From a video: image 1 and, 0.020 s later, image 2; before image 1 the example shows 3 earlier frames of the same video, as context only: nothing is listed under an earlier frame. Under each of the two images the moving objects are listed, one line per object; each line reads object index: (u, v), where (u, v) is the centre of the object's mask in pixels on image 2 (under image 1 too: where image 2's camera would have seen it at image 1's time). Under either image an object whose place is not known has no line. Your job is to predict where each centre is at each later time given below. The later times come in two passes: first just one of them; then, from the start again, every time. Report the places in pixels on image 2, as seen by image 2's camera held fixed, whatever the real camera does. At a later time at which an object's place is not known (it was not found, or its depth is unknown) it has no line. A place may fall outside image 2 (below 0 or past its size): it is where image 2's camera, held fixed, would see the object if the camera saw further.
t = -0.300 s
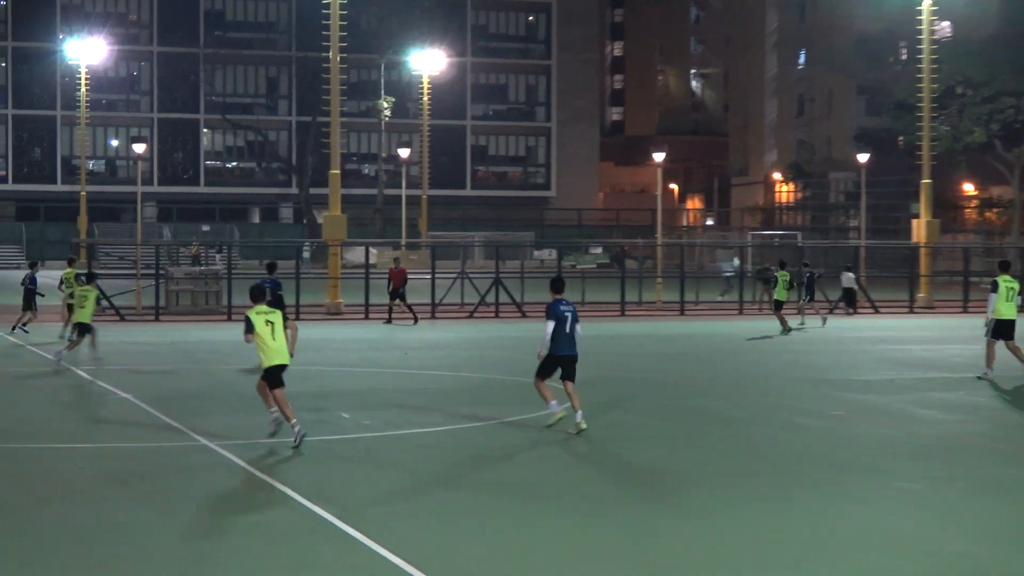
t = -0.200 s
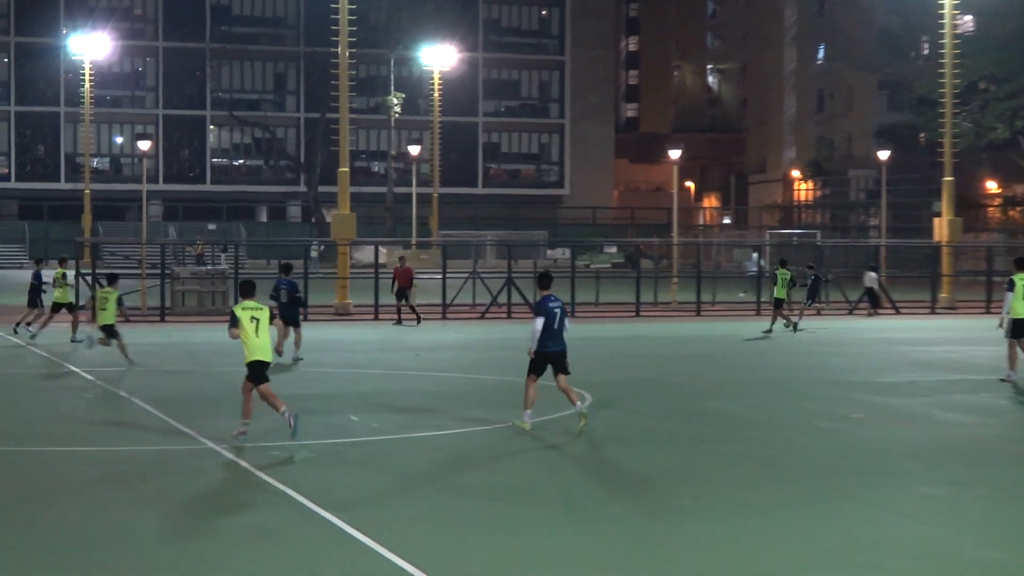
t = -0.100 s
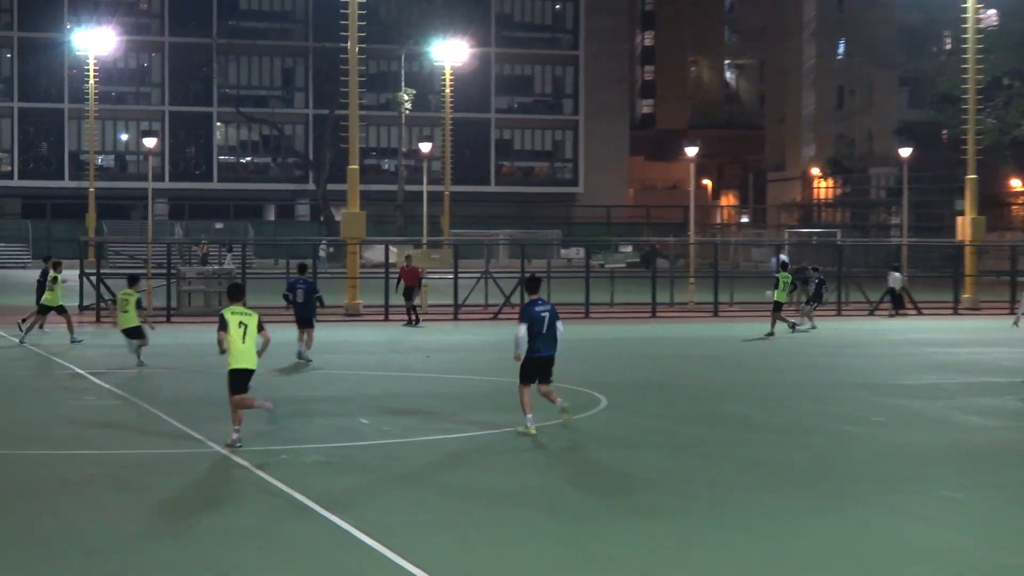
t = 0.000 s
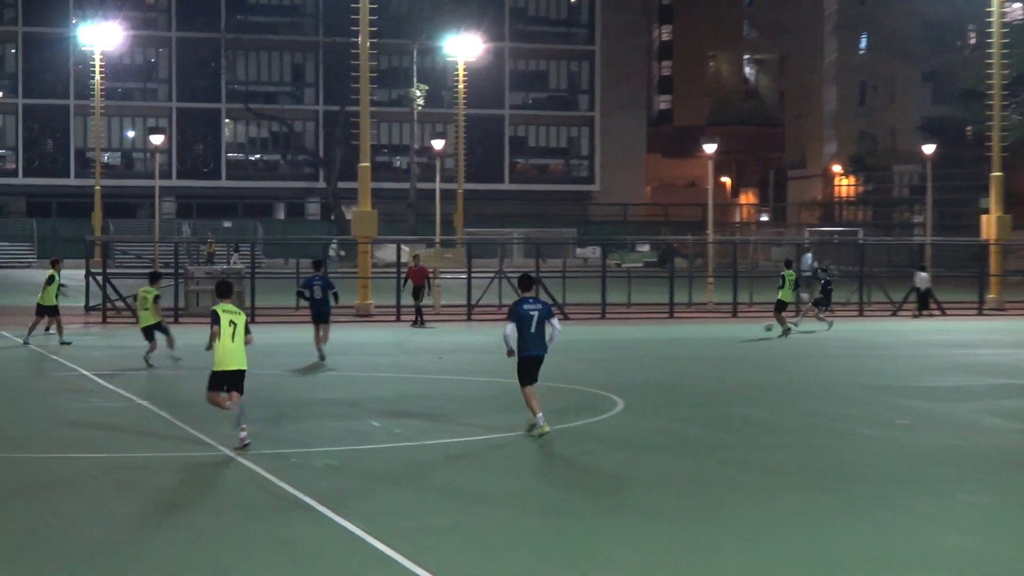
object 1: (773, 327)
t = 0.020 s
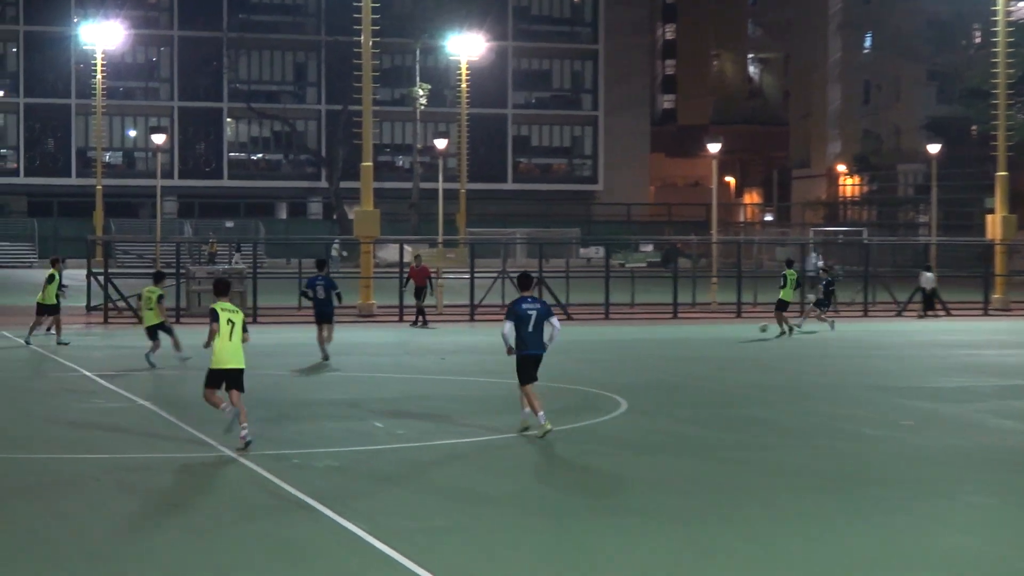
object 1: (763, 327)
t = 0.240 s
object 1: (666, 330)
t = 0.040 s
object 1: (754, 328)
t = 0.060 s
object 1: (745, 328)
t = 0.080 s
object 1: (735, 328)
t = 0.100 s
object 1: (726, 329)
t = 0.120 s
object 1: (717, 329)
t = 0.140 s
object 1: (708, 329)
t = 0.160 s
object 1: (700, 328)
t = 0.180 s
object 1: (691, 329)
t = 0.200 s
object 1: (682, 330)
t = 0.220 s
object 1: (674, 330)
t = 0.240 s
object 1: (666, 330)
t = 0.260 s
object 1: (658, 330)
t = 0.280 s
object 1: (650, 330)
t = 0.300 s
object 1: (642, 331)
